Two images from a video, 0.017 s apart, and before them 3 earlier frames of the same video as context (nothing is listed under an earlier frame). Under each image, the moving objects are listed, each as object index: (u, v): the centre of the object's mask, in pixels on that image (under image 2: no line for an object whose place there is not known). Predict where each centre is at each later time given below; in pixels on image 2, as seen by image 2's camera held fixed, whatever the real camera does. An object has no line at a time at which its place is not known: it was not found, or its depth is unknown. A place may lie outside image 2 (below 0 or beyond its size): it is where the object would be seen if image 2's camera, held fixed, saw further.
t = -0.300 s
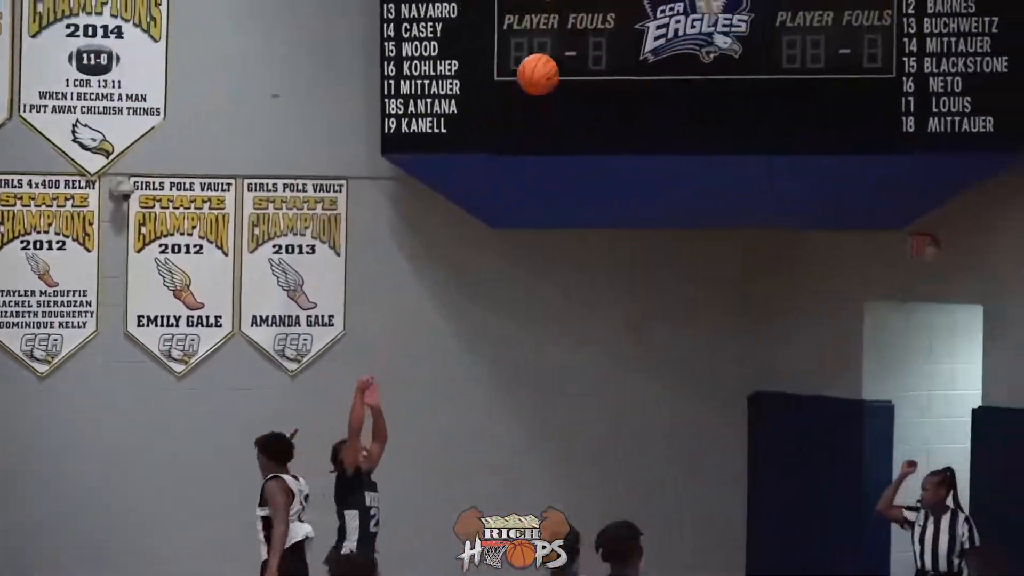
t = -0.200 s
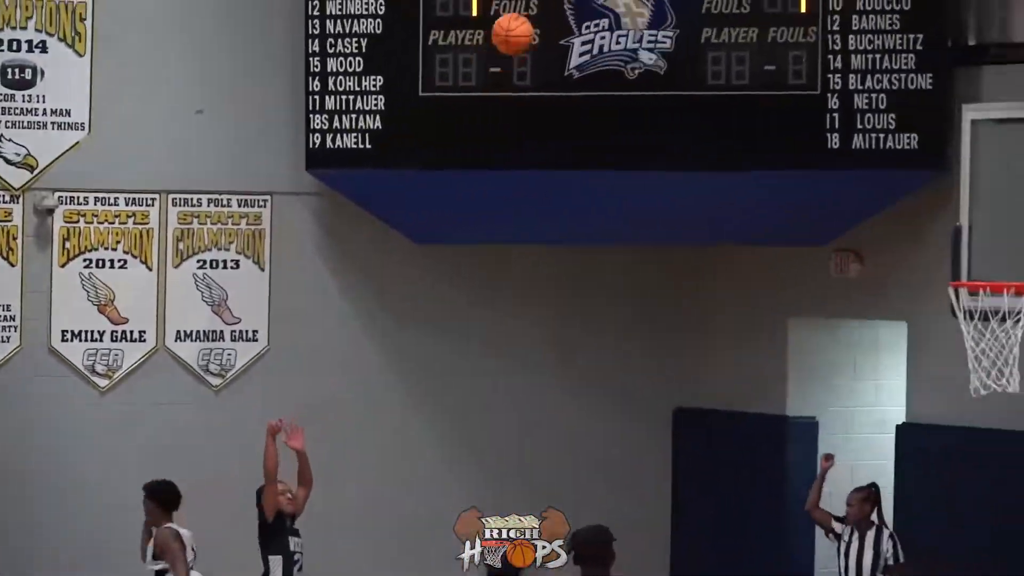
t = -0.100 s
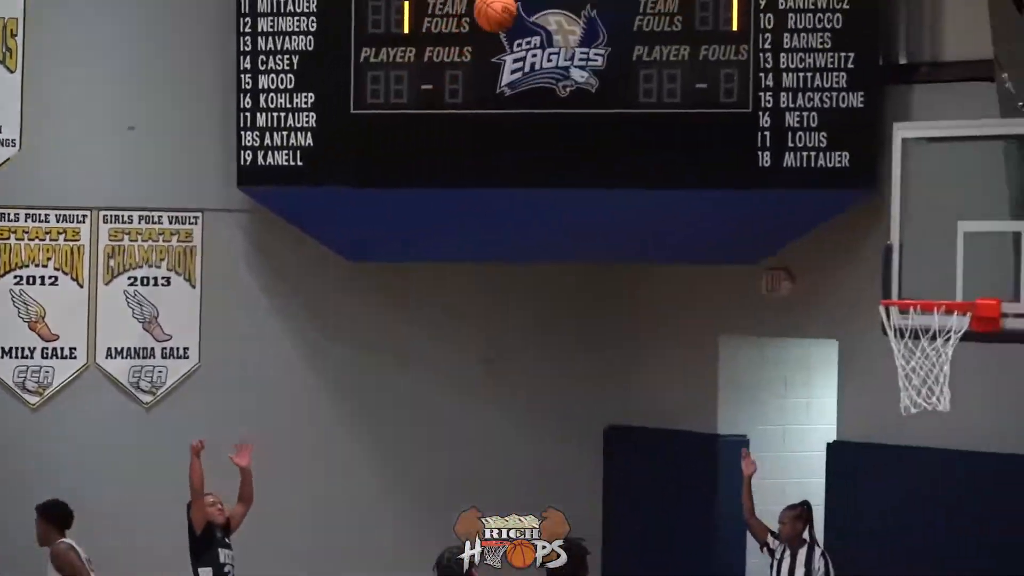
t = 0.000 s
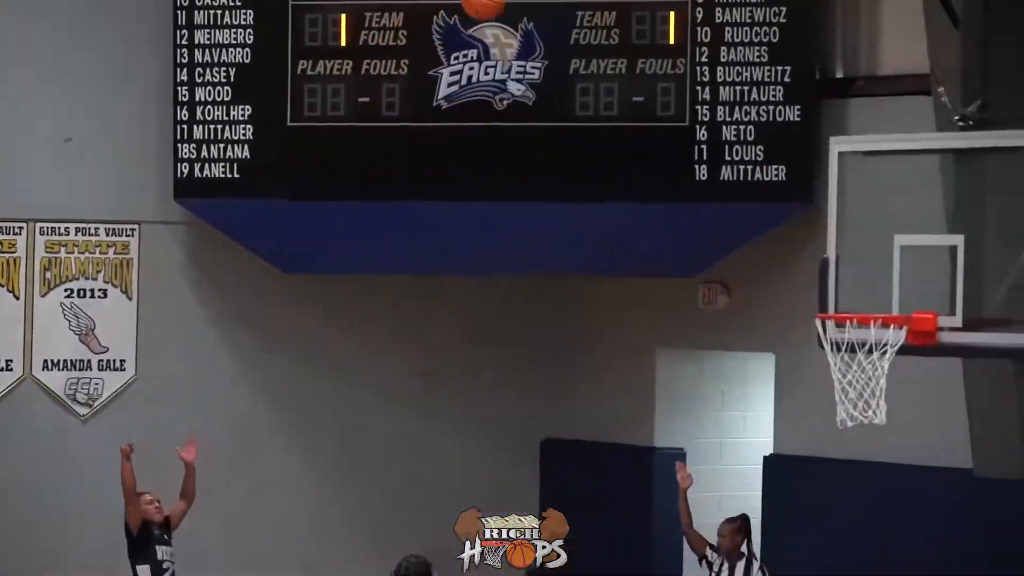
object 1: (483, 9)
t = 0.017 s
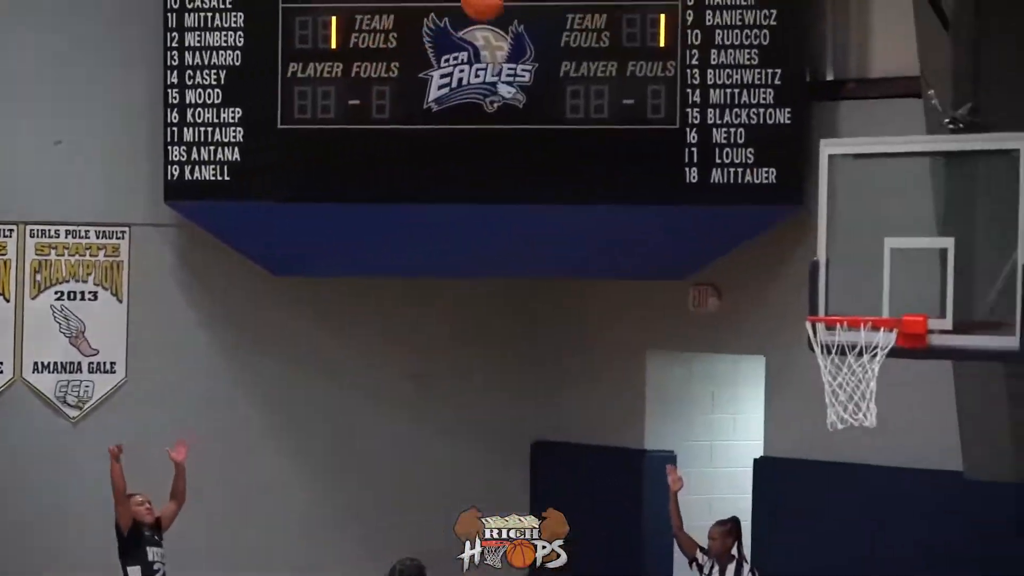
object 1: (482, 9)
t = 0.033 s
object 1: (493, 7)
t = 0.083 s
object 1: (520, 5)
